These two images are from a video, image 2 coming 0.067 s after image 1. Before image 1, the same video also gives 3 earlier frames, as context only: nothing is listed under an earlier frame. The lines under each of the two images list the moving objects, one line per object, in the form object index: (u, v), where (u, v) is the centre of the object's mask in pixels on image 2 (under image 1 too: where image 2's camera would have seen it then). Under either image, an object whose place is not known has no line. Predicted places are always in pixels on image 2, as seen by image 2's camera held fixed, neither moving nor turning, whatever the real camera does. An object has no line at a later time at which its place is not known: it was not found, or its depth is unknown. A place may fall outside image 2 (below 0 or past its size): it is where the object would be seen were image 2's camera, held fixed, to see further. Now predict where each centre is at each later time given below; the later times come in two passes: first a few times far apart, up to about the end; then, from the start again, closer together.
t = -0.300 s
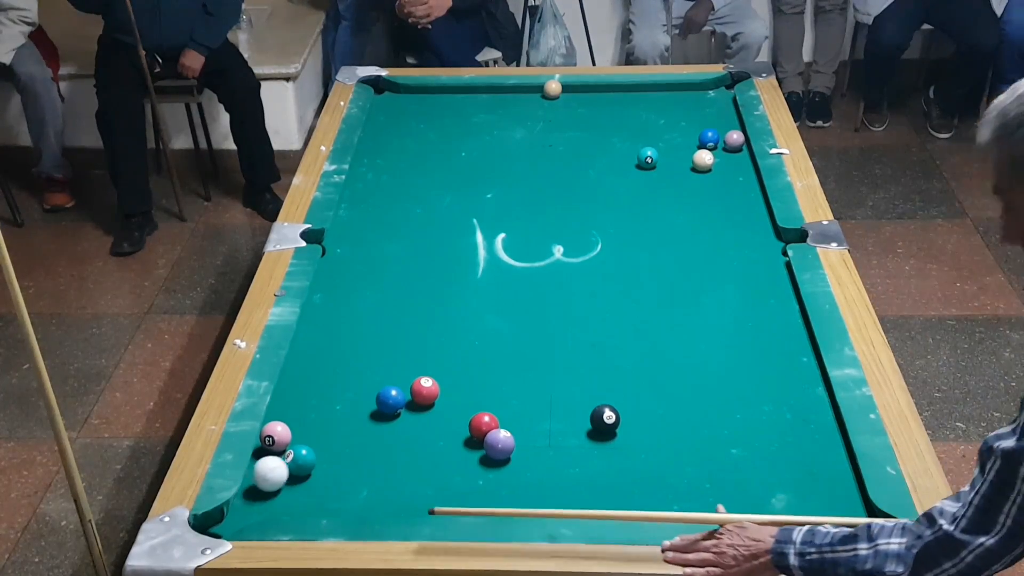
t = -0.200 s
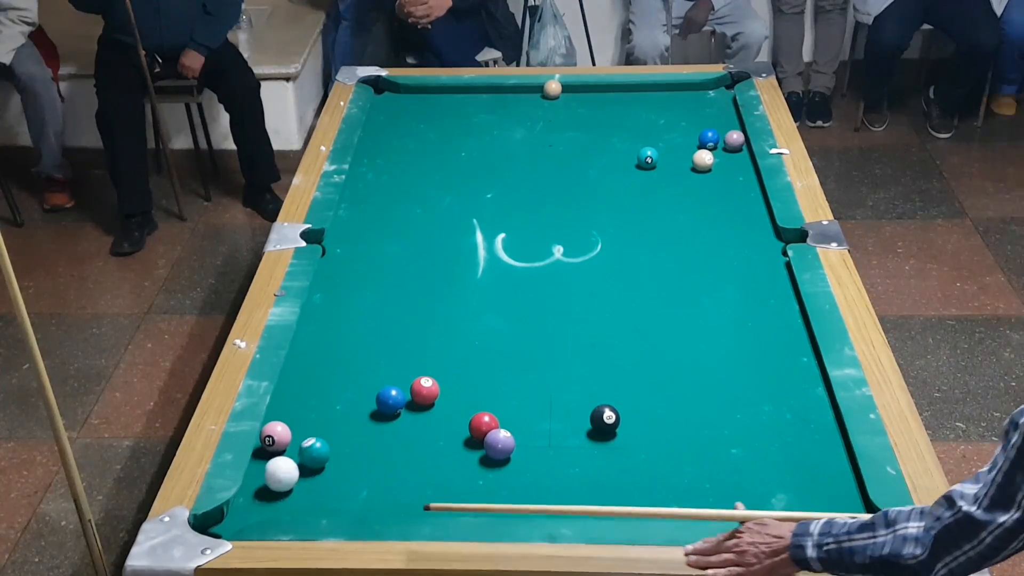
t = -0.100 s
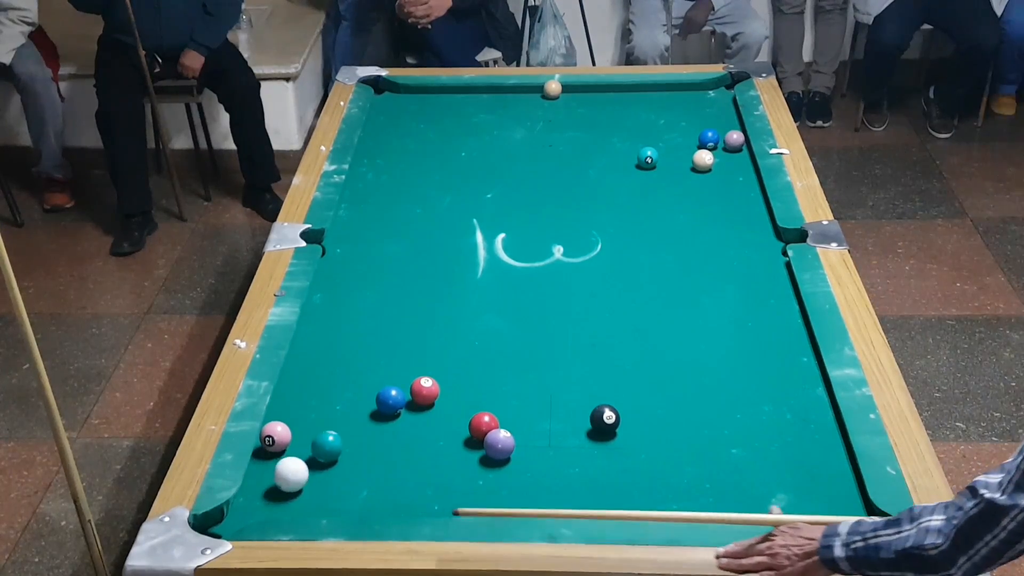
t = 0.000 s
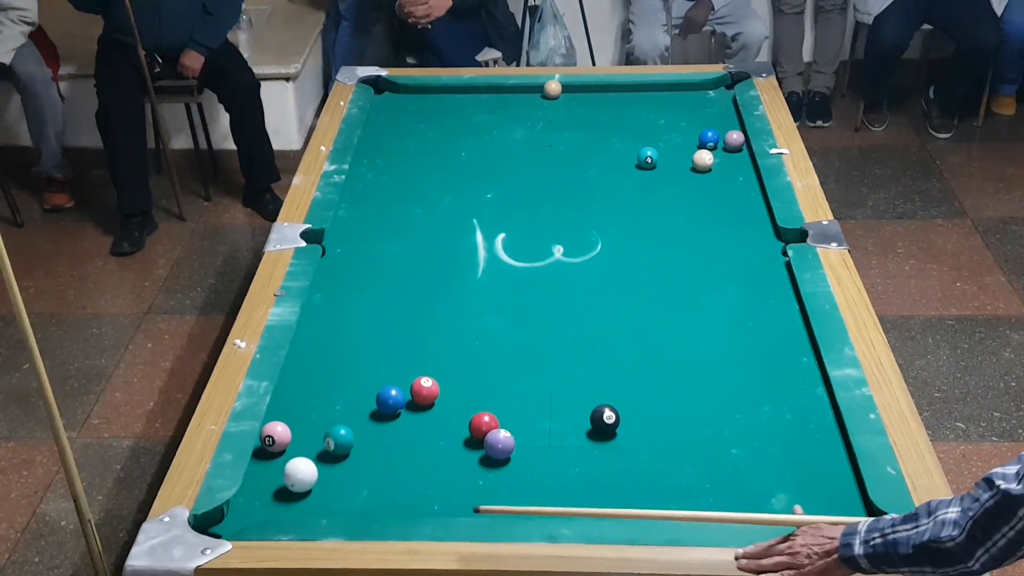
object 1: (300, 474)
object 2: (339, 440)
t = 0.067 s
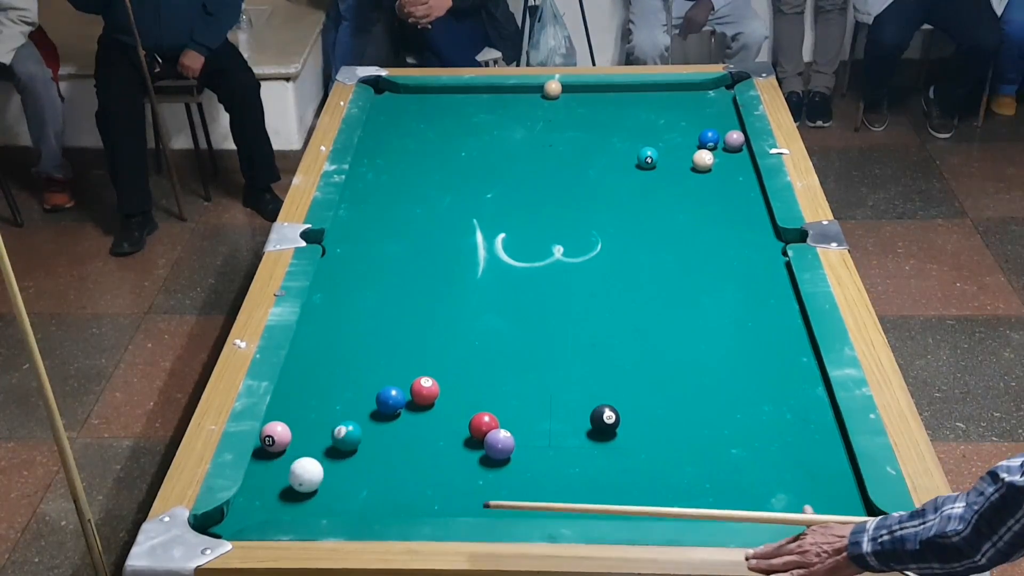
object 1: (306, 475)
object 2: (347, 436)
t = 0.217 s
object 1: (318, 475)
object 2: (363, 427)
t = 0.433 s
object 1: (333, 474)
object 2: (382, 417)
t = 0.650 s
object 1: (344, 473)
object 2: (392, 416)
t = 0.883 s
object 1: (354, 471)
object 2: (400, 416)
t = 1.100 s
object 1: (360, 470)
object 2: (406, 415)
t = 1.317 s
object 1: (362, 469)
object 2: (409, 415)
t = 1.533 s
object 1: (363, 469)
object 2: (411, 414)
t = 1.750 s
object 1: (363, 469)
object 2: (410, 414)
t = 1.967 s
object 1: (363, 469)
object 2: (410, 414)
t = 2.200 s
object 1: (363, 469)
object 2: (410, 414)
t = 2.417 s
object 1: (363, 469)
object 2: (410, 414)
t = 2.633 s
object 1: (363, 469)
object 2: (410, 414)
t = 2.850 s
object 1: (363, 469)
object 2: (410, 415)
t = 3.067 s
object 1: (363, 469)
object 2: (410, 415)
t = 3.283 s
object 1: (363, 469)
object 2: (410, 415)
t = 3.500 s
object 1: (363, 469)
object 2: (410, 415)
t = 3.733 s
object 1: (363, 469)
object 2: (410, 414)
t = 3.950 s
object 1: (363, 469)
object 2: (410, 415)
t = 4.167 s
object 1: (363, 469)
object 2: (410, 415)
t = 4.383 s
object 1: (363, 469)
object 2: (410, 414)
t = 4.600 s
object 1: (363, 469)
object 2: (410, 415)
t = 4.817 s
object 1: (363, 469)
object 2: (410, 415)
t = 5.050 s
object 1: (363, 469)
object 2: (410, 415)
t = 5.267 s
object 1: (363, 469)
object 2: (410, 415)
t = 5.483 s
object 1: (363, 469)
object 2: (410, 415)
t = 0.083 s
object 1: (307, 475)
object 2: (349, 435)
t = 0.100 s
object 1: (309, 475)
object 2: (350, 434)
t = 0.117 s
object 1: (310, 475)
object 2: (352, 433)
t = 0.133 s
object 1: (311, 475)
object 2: (354, 432)
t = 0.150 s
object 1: (313, 475)
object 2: (356, 431)
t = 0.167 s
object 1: (314, 475)
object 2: (358, 430)
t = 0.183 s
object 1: (315, 475)
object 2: (359, 429)
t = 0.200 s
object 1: (317, 475)
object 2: (361, 428)
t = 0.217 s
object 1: (318, 475)
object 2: (363, 427)
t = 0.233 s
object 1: (319, 475)
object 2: (364, 426)
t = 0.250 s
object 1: (320, 475)
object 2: (366, 425)
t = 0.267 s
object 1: (321, 475)
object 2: (367, 424)
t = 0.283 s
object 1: (323, 475)
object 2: (369, 424)
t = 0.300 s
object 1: (324, 474)
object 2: (371, 423)
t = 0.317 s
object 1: (325, 474)
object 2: (372, 422)
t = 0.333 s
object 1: (326, 474)
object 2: (374, 421)
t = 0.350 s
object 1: (327, 474)
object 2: (376, 421)
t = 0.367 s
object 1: (328, 474)
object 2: (377, 419)
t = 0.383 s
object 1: (329, 474)
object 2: (379, 419)
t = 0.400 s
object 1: (331, 474)
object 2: (380, 418)
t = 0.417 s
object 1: (331, 474)
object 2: (381, 417)
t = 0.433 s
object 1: (333, 474)
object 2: (382, 417)
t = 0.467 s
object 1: (334, 474)
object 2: (383, 417)
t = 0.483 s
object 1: (335, 474)
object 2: (384, 417)
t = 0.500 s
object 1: (336, 474)
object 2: (385, 416)
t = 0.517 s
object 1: (337, 474)
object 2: (386, 417)
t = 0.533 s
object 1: (338, 474)
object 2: (386, 416)
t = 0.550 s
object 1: (338, 473)
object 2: (387, 416)
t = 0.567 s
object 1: (339, 473)
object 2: (388, 416)
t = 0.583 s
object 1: (340, 473)
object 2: (389, 416)
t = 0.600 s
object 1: (341, 473)
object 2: (389, 416)
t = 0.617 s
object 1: (342, 473)
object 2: (390, 416)
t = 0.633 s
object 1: (343, 473)
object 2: (391, 416)
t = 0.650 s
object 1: (344, 473)
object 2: (392, 416)
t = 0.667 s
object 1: (345, 473)
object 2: (392, 416)
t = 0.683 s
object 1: (346, 473)
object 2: (393, 416)
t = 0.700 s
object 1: (346, 472)
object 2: (394, 416)
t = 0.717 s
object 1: (347, 472)
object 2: (395, 415)
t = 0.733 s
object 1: (348, 472)
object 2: (395, 415)
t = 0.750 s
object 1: (349, 472)
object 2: (396, 415)
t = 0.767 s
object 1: (349, 472)
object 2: (396, 415)
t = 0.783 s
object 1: (350, 472)
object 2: (397, 416)
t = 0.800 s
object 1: (350, 472)
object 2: (398, 416)
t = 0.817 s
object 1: (351, 472)
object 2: (398, 415)
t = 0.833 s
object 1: (352, 472)
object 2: (399, 415)
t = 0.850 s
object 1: (352, 472)
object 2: (399, 415)
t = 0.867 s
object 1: (353, 472)
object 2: (400, 415)
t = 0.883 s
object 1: (354, 471)
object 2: (400, 416)
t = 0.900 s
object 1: (354, 471)
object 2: (401, 415)
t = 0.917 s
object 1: (355, 471)
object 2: (401, 415)
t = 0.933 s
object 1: (355, 471)
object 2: (402, 415)
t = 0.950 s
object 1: (356, 471)
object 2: (402, 415)
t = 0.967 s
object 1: (356, 471)
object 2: (403, 416)
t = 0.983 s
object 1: (357, 471)
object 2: (403, 415)
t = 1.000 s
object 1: (357, 471)
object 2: (403, 415)
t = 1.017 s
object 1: (358, 470)
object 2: (404, 416)
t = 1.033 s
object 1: (358, 470)
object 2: (404, 415)
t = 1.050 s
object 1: (359, 470)
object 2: (405, 415)
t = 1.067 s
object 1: (359, 470)
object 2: (405, 415)
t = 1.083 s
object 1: (359, 470)
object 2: (405, 415)
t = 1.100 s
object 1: (360, 470)
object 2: (406, 415)
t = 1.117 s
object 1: (360, 470)
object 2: (406, 415)
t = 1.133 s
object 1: (361, 470)
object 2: (406, 416)
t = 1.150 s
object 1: (361, 470)
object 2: (407, 415)
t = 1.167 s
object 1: (361, 470)
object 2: (407, 415)
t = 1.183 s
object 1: (361, 470)
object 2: (407, 415)
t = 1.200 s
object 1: (361, 470)
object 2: (408, 415)
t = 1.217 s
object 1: (362, 469)
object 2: (408, 415)
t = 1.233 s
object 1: (362, 469)
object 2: (408, 415)
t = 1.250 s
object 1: (362, 469)
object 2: (408, 415)
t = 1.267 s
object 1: (362, 469)
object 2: (409, 415)
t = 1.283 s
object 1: (362, 469)
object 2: (409, 415)
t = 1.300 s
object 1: (362, 469)
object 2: (409, 415)
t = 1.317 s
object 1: (362, 469)
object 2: (409, 415)
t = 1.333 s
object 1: (362, 469)
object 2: (410, 415)
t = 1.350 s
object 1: (362, 469)
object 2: (410, 415)
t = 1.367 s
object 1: (363, 469)
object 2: (410, 415)
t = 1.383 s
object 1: (363, 469)
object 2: (410, 415)
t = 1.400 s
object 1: (363, 469)
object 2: (410, 415)
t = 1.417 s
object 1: (363, 469)
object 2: (410, 414)
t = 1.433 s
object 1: (363, 469)
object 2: (411, 415)
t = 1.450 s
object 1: (363, 469)
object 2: (411, 414)
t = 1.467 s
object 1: (363, 469)
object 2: (411, 414)
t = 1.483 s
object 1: (363, 469)
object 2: (411, 414)
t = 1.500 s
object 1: (363, 469)
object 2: (411, 414)
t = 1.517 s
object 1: (363, 469)
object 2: (411, 414)
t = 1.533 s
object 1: (363, 469)
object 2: (411, 414)
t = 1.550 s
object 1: (363, 469)
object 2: (411, 414)
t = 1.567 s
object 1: (363, 469)
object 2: (411, 414)
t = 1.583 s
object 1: (363, 469)
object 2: (411, 414)
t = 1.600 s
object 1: (363, 469)
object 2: (411, 414)
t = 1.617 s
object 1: (363, 469)
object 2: (411, 414)
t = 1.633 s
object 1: (363, 469)
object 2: (411, 414)
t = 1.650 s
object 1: (363, 469)
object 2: (411, 414)
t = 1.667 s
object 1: (363, 469)
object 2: (410, 414)
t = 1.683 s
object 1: (363, 469)
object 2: (410, 414)
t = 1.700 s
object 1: (363, 469)
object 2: (410, 414)
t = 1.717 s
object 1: (363, 469)
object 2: (410, 414)
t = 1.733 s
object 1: (363, 469)
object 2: (410, 414)
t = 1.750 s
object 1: (363, 469)
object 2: (410, 414)
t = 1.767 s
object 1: (363, 469)
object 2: (410, 414)
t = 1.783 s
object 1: (363, 469)
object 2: (410, 414)
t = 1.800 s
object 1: (363, 469)
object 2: (410, 414)
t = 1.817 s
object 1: (363, 469)
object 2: (410, 414)
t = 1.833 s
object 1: (363, 469)
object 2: (410, 414)
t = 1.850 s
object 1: (363, 469)
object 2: (410, 414)
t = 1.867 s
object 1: (363, 469)
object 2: (410, 414)
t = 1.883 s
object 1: (363, 469)
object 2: (410, 414)
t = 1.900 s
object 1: (363, 469)
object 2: (410, 414)
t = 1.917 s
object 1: (363, 469)
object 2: (410, 414)
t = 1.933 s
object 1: (363, 469)
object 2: (410, 414)
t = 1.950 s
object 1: (363, 469)
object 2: (410, 414)
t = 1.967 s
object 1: (363, 469)
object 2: (410, 414)
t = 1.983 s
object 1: (363, 469)
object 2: (410, 414)
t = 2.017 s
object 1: (363, 469)
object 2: (410, 414)
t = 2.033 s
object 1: (363, 469)
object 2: (410, 414)
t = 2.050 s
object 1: (363, 469)
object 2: (410, 414)
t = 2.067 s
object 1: (363, 469)
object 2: (410, 414)
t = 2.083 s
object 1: (363, 469)
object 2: (410, 414)
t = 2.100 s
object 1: (363, 469)
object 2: (410, 414)
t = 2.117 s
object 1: (363, 469)
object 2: (410, 414)
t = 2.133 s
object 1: (363, 469)
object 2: (410, 414)
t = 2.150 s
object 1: (363, 469)
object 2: (410, 414)
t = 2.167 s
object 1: (363, 469)
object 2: (410, 414)
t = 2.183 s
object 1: (363, 469)
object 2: (410, 414)
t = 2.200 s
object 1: (363, 469)
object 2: (410, 414)
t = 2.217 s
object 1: (363, 469)
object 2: (410, 414)
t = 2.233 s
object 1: (363, 469)
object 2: (410, 414)
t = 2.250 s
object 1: (363, 469)
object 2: (410, 414)
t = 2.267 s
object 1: (363, 469)
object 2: (410, 415)
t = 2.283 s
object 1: (363, 469)
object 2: (410, 414)
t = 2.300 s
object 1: (363, 469)
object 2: (410, 415)
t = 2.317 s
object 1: (363, 469)
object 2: (410, 415)
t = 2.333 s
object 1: (363, 469)
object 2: (410, 415)
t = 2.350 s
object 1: (363, 469)
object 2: (410, 415)
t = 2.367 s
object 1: (363, 469)
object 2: (410, 415)
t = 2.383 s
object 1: (363, 469)
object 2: (410, 415)
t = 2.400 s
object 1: (363, 469)
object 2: (410, 415)
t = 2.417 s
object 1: (363, 469)
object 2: (410, 414)
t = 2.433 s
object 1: (363, 469)
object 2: (410, 414)
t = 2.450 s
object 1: (363, 469)
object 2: (410, 414)
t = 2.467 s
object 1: (363, 469)
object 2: (410, 414)
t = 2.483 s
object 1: (363, 469)
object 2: (410, 414)
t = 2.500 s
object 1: (363, 469)
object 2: (410, 415)
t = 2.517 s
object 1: (363, 469)
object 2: (410, 415)
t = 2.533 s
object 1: (363, 469)
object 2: (410, 415)
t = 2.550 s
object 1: (363, 469)
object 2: (410, 415)
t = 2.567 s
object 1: (363, 469)
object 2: (410, 415)
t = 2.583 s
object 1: (363, 469)
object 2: (410, 415)
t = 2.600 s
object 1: (363, 469)
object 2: (410, 414)
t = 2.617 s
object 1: (363, 469)
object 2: (410, 414)
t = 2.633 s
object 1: (363, 469)
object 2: (410, 414)
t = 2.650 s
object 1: (363, 469)
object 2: (410, 414)
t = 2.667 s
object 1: (363, 469)
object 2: (410, 414)
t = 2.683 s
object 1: (363, 469)
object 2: (410, 415)
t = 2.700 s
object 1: (363, 469)
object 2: (410, 414)
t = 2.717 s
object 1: (363, 469)
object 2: (410, 414)
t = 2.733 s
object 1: (363, 469)
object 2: (410, 414)
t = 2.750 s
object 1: (363, 469)
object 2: (410, 415)
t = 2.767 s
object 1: (363, 469)
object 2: (410, 415)
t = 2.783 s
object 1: (363, 469)
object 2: (410, 415)
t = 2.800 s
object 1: (363, 469)
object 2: (410, 415)
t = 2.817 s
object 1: (363, 469)
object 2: (410, 415)
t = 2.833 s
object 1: (363, 469)
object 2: (410, 415)
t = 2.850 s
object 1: (363, 469)
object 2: (410, 415)
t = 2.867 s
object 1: (363, 469)
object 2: (410, 415)
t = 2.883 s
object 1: (363, 469)
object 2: (410, 415)
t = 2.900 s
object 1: (363, 469)
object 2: (410, 415)
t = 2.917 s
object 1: (363, 469)
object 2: (410, 415)
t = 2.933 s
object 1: (363, 469)
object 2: (410, 415)
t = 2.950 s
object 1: (363, 469)
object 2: (410, 414)
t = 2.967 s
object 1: (363, 469)
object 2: (410, 415)
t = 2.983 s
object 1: (363, 469)
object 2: (410, 415)
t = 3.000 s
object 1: (363, 469)
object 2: (410, 414)
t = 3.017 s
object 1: (363, 469)
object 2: (410, 415)
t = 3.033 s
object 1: (363, 469)
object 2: (410, 414)
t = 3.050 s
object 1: (363, 469)
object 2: (410, 415)
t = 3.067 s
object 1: (363, 469)
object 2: (410, 415)
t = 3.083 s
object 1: (363, 469)
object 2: (411, 415)
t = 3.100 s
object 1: (363, 469)
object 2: (410, 414)
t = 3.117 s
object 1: (363, 469)
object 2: (410, 415)
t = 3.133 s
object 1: (363, 469)
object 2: (410, 415)
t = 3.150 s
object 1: (363, 469)
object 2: (410, 414)
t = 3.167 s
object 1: (363, 469)
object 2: (410, 414)
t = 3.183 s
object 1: (363, 469)
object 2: (410, 414)
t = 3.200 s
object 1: (363, 469)
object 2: (410, 414)
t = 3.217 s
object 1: (363, 469)
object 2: (410, 415)
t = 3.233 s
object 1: (363, 469)
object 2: (410, 414)
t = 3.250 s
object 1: (363, 469)
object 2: (410, 415)
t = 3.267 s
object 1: (363, 469)
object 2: (410, 415)
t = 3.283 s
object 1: (363, 469)
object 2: (410, 415)
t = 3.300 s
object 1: (363, 469)
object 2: (410, 415)
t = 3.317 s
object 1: (363, 469)
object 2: (410, 415)
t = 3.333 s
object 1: (363, 469)
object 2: (410, 415)
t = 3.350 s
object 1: (363, 469)
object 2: (410, 415)
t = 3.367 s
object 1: (363, 469)
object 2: (410, 414)
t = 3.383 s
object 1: (363, 469)
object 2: (410, 414)
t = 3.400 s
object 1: (363, 469)
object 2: (410, 415)
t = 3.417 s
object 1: (363, 469)
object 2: (410, 414)
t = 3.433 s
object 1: (363, 469)
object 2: (410, 415)
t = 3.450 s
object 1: (363, 469)
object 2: (410, 414)
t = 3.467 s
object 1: (363, 469)
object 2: (410, 414)
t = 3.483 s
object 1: (363, 469)
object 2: (410, 414)
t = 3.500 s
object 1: (363, 469)
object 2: (410, 415)
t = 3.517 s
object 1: (363, 469)
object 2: (410, 414)
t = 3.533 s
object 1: (363, 469)
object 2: (410, 415)
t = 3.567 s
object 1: (363, 469)
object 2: (410, 415)
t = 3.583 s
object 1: (363, 469)
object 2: (410, 415)
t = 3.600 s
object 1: (363, 469)
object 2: (410, 415)
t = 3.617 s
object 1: (363, 469)
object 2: (410, 414)
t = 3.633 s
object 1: (363, 469)
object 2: (410, 415)
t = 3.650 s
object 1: (363, 469)
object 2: (410, 415)
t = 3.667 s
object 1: (363, 469)
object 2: (410, 415)
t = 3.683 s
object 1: (363, 469)
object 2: (410, 414)
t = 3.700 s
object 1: (363, 469)
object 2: (410, 415)
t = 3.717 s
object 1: (363, 469)
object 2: (410, 414)
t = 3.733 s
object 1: (363, 469)
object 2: (410, 414)
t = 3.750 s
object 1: (363, 469)
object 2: (410, 414)
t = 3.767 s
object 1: (363, 469)
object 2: (410, 415)
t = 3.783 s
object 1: (363, 469)
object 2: (410, 415)
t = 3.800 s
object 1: (363, 469)
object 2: (410, 414)
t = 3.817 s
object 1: (363, 469)
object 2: (410, 415)
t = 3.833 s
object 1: (363, 469)
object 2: (410, 414)
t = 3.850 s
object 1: (363, 469)
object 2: (410, 415)
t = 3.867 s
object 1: (363, 469)
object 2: (410, 414)
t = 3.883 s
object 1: (363, 469)
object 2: (410, 415)
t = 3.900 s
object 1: (363, 469)
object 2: (410, 414)
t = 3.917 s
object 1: (363, 469)
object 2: (410, 415)
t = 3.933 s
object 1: (363, 469)
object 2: (410, 414)
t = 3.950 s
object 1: (363, 469)
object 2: (410, 415)
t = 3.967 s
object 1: (363, 469)
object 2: (410, 414)
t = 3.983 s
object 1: (363, 469)
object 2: (410, 415)
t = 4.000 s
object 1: (363, 469)
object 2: (410, 415)
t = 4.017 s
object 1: (363, 469)
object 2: (410, 414)
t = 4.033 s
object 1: (363, 469)
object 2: (410, 415)
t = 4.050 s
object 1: (363, 469)
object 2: (410, 415)
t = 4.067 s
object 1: (363, 469)
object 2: (410, 415)
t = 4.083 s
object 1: (363, 469)
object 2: (410, 414)
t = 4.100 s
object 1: (363, 469)
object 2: (410, 415)
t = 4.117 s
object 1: (363, 469)
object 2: (411, 415)
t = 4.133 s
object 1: (363, 469)
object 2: (410, 414)
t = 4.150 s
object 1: (363, 469)
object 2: (411, 415)
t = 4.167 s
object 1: (363, 469)
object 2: (410, 415)
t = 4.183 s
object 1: (363, 469)
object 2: (411, 415)
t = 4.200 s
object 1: (363, 468)
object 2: (410, 414)
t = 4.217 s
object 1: (363, 469)
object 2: (410, 415)
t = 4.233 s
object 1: (363, 468)
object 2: (410, 415)
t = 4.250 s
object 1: (363, 468)
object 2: (410, 414)
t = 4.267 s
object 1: (363, 468)
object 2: (410, 415)
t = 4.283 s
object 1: (363, 468)
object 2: (410, 415)
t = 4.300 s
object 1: (363, 468)
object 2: (410, 414)
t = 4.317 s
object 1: (363, 468)
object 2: (410, 415)
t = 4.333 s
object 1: (363, 469)
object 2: (410, 414)
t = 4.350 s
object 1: (363, 469)
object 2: (410, 414)
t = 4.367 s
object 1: (363, 469)
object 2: (410, 415)
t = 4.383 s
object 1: (363, 469)
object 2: (410, 414)
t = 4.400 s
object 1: (363, 469)
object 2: (410, 414)
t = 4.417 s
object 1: (363, 469)
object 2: (410, 415)
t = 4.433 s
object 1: (363, 469)
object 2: (410, 414)
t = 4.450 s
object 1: (363, 469)
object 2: (410, 414)
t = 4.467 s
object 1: (363, 469)
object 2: (410, 414)
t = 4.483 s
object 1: (363, 469)
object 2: (410, 414)
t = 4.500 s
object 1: (363, 469)
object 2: (410, 415)
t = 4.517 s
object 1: (363, 469)
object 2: (410, 414)
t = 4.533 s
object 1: (363, 469)
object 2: (410, 415)
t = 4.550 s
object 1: (363, 469)
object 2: (410, 415)
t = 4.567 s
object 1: (363, 469)
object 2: (410, 415)
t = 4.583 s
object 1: (363, 469)
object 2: (410, 415)
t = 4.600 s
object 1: (363, 469)
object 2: (410, 415)
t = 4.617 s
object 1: (363, 469)
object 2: (410, 415)
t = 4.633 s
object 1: (363, 469)
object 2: (410, 415)
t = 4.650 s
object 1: (363, 469)
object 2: (410, 415)
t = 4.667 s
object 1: (363, 469)
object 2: (410, 415)
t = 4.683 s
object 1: (363, 469)
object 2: (410, 415)
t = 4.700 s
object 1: (363, 469)
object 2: (410, 414)
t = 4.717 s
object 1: (363, 469)
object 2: (410, 415)
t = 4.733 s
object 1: (363, 469)
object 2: (410, 415)
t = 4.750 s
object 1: (363, 469)
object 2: (410, 415)
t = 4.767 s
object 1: (363, 469)
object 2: (410, 415)
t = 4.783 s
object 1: (363, 469)
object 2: (410, 415)
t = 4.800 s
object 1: (363, 469)
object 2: (410, 415)
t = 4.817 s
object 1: (363, 469)
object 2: (410, 415)
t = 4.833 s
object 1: (363, 469)
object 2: (410, 415)
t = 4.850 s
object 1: (363, 469)
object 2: (410, 415)
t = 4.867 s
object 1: (363, 469)
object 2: (410, 415)
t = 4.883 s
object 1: (363, 469)
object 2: (410, 415)
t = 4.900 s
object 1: (363, 469)
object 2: (410, 415)
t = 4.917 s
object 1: (363, 469)
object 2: (410, 415)
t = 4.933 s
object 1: (363, 469)
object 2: (410, 415)
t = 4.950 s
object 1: (363, 469)
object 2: (410, 415)
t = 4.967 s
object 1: (363, 469)
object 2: (410, 415)
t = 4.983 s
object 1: (363, 469)
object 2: (410, 415)
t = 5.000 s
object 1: (363, 469)
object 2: (410, 415)
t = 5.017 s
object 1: (363, 469)
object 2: (410, 415)
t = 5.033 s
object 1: (363, 469)
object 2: (410, 415)
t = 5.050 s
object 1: (363, 469)
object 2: (410, 415)
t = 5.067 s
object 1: (363, 469)
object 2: (410, 415)
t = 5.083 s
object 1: (363, 469)
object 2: (410, 415)
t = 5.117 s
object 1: (363, 469)
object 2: (410, 415)
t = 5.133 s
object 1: (363, 469)
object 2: (410, 415)
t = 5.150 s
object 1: (363, 469)
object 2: (410, 414)
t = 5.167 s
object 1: (363, 469)
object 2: (410, 415)
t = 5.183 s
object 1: (363, 469)
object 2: (410, 414)
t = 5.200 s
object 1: (363, 469)
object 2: (410, 415)
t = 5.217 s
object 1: (363, 469)
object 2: (410, 415)
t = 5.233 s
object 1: (363, 469)
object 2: (410, 415)
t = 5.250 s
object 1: (363, 469)
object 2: (410, 415)
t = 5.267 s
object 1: (363, 469)
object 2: (410, 415)
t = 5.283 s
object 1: (363, 469)
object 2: (410, 415)
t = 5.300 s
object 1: (363, 469)
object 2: (410, 415)
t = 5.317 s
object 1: (363, 469)
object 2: (410, 415)
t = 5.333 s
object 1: (363, 469)
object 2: (410, 415)
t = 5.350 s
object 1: (363, 469)
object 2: (410, 415)
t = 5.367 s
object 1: (363, 469)
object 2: (410, 415)
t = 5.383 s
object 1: (363, 469)
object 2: (410, 414)
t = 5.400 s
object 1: (363, 469)
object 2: (410, 414)
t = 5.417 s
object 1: (363, 469)
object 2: (410, 414)
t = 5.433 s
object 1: (363, 469)
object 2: (410, 415)
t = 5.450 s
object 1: (363, 469)
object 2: (410, 415)
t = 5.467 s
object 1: (363, 469)
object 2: (410, 415)
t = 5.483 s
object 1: (363, 469)
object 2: (410, 415)
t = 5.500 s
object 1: (363, 469)
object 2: (410, 415)
